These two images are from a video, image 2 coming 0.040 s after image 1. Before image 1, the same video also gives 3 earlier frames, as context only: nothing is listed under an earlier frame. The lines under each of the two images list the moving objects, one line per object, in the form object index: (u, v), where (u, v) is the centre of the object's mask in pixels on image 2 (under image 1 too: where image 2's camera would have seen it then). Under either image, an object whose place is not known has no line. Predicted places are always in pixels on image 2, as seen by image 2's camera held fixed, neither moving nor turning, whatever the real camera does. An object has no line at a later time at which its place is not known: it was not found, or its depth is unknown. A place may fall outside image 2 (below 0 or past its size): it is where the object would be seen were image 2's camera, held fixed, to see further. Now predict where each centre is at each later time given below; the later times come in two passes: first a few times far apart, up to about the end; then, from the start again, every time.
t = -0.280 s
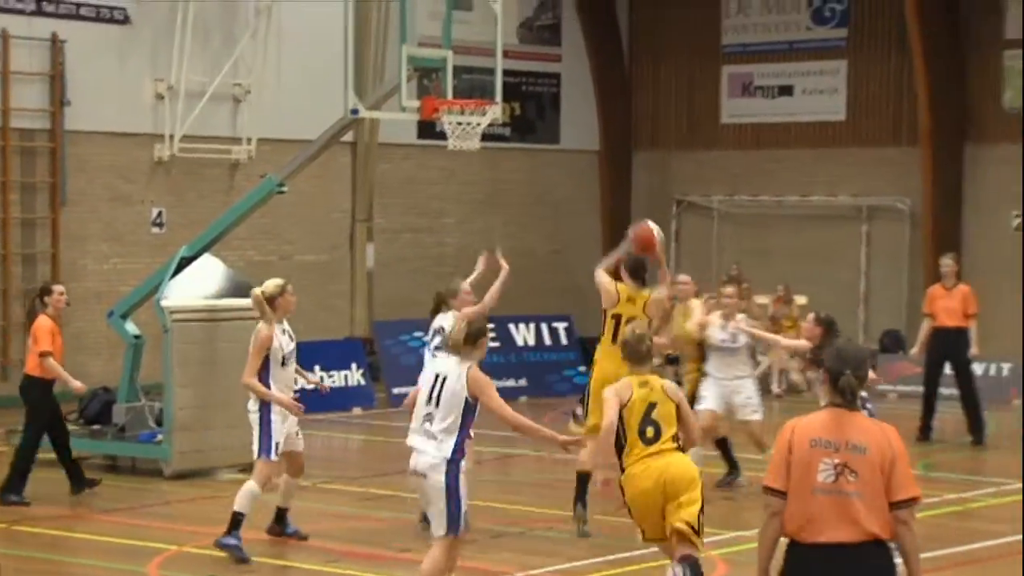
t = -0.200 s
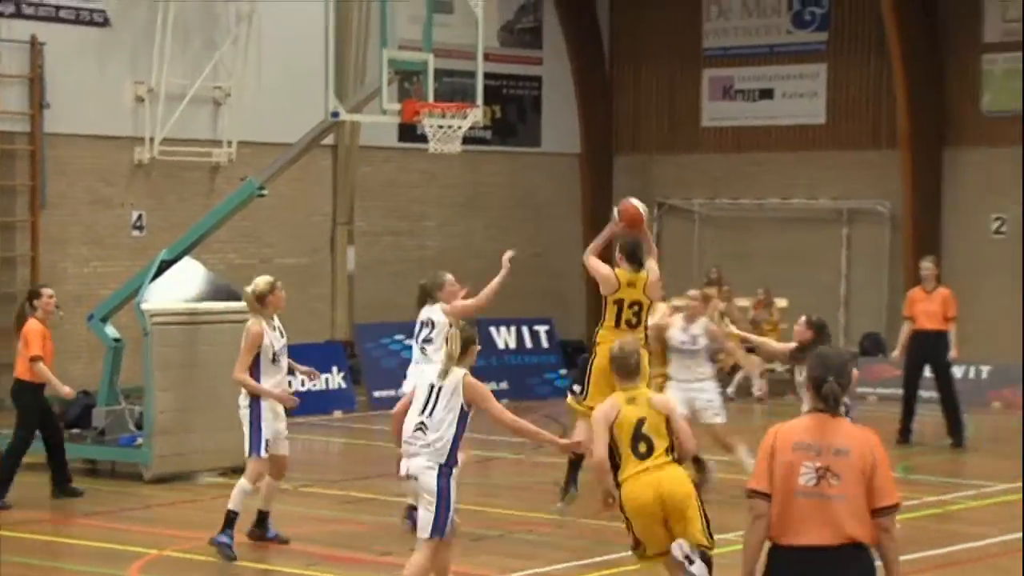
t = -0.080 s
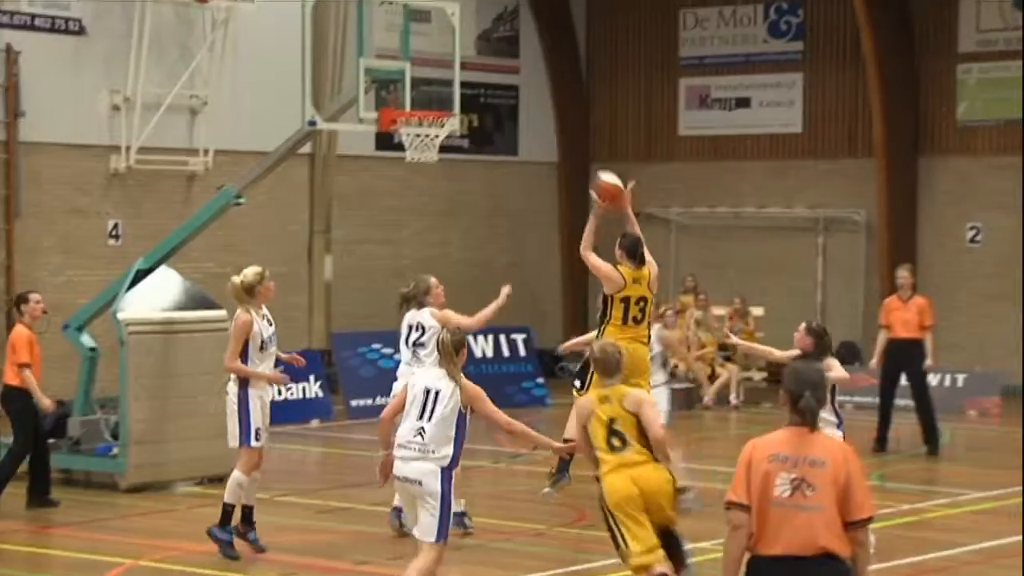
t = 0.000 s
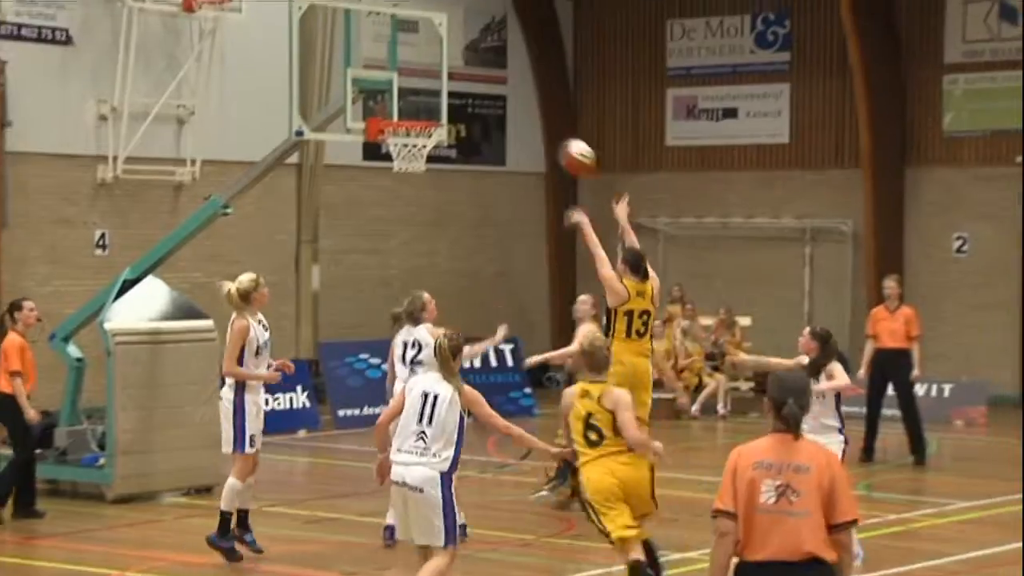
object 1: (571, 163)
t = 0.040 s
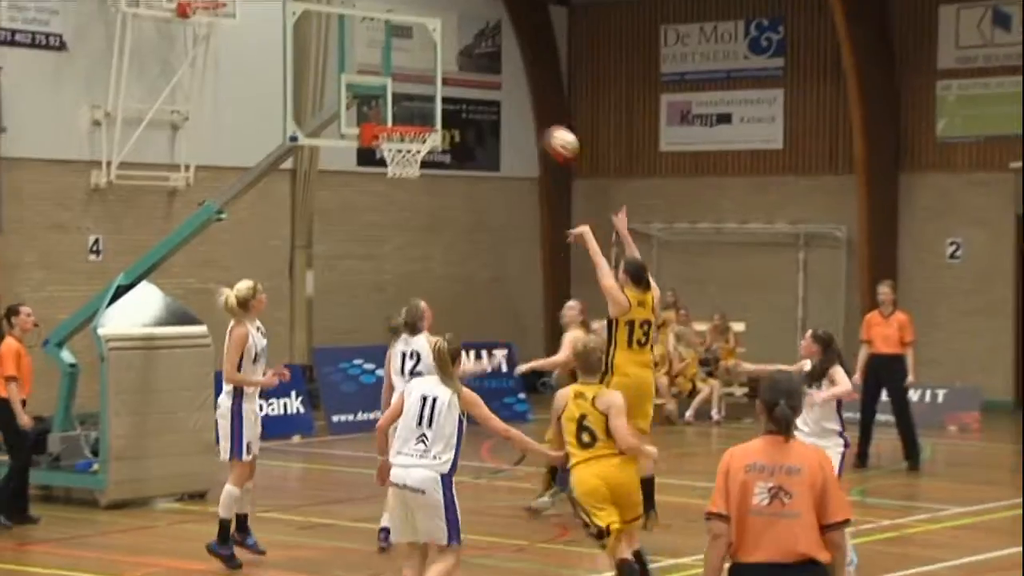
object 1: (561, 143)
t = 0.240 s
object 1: (510, 82)
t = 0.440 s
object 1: (464, 76)
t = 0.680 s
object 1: (411, 126)
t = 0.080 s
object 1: (551, 126)
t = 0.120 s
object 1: (542, 111)
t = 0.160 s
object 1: (531, 100)
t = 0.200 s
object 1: (521, 89)
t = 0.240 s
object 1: (510, 82)
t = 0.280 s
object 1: (501, 77)
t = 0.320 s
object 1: (493, 73)
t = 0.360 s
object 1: (483, 74)
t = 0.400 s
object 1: (473, 75)
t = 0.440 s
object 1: (464, 76)
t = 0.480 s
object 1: (455, 83)
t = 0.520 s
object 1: (447, 89)
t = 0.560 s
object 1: (440, 98)
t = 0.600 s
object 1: (430, 109)
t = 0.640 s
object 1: (420, 120)
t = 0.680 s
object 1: (411, 126)
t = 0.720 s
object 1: (424, 142)
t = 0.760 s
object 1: (435, 163)
